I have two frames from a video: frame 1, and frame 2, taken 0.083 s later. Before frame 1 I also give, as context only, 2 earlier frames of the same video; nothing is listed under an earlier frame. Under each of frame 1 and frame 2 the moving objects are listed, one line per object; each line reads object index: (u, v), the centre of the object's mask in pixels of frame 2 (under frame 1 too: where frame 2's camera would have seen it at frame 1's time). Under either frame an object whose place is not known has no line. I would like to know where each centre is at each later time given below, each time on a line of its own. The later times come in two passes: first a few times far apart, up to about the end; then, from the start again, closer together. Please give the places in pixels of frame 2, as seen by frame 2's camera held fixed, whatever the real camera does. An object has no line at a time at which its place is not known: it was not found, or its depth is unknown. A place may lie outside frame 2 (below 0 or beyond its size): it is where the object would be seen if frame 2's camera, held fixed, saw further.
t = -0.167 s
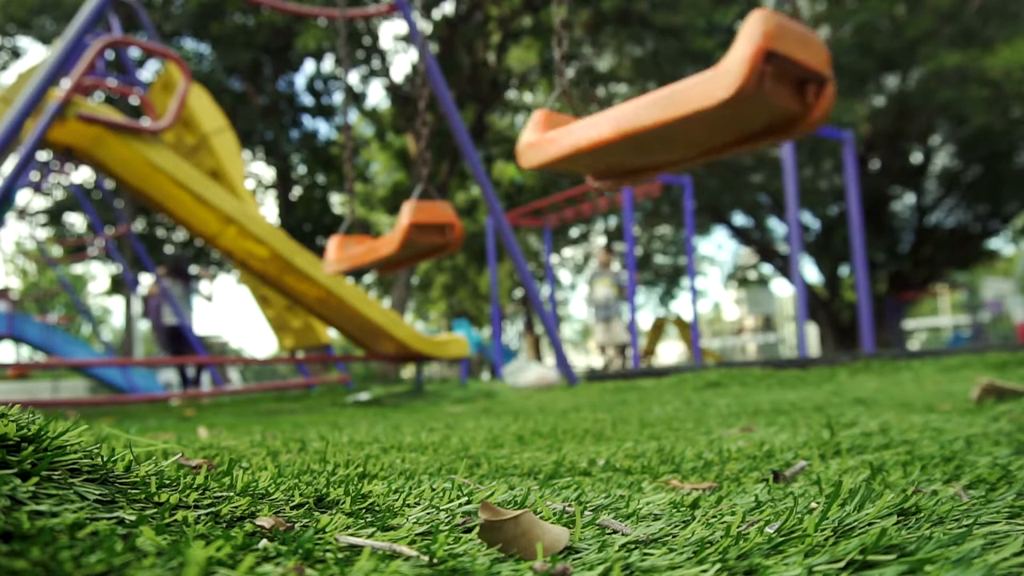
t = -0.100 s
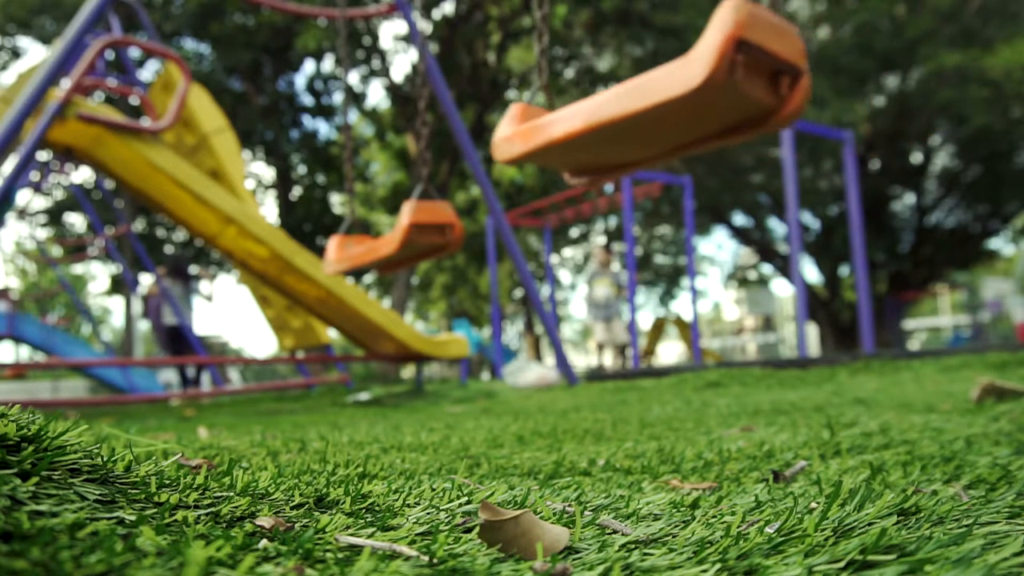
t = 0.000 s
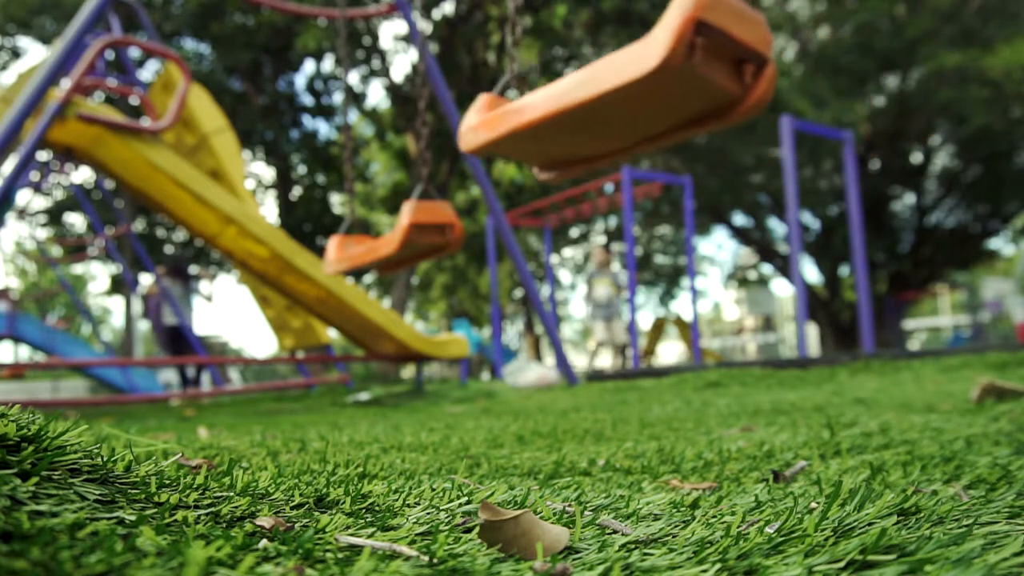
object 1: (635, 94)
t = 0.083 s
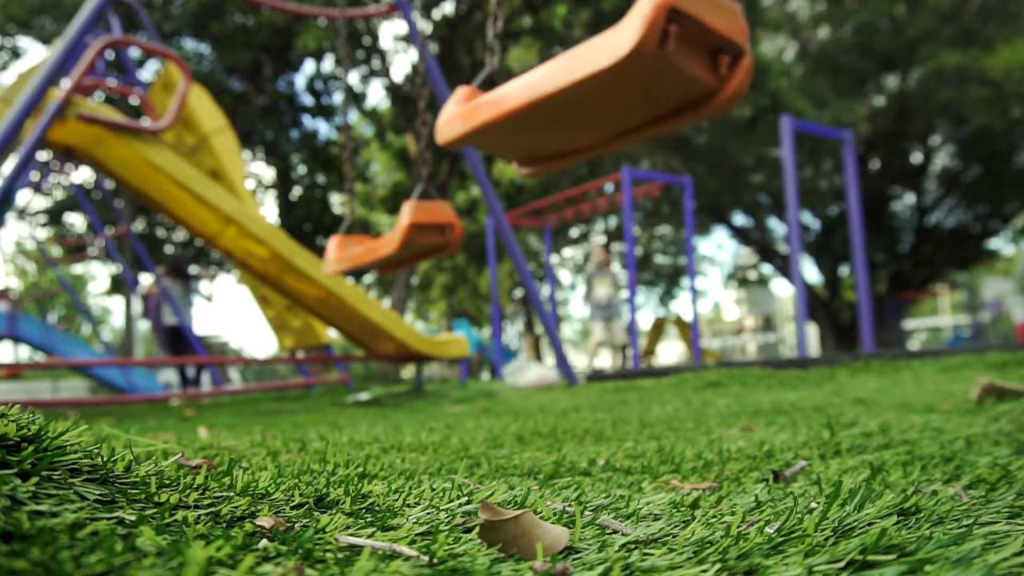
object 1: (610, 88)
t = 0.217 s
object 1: (585, 83)
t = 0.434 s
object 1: (598, 86)
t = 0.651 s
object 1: (666, 102)
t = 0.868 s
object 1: (746, 123)
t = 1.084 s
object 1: (807, 131)
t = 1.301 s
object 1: (841, 131)
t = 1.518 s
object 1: (841, 131)
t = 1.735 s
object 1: (808, 132)
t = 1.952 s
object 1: (747, 124)
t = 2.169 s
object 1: (670, 103)
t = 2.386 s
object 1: (602, 87)
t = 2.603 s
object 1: (586, 83)
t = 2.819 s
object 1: (634, 94)
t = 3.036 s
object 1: (713, 114)
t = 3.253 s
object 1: (784, 128)
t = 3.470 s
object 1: (829, 132)
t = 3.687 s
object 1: (843, 131)
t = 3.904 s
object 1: (824, 133)
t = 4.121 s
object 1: (775, 130)
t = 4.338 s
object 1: (704, 114)
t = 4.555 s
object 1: (628, 94)
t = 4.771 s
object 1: (588, 83)
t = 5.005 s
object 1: (613, 88)
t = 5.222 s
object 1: (686, 105)
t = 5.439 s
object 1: (762, 124)
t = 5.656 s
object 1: (815, 132)
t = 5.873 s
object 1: (839, 132)
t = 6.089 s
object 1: (831, 133)
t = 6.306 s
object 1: (794, 132)
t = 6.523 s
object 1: (730, 122)
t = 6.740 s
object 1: (656, 101)
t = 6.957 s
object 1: (599, 85)
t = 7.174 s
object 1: (596, 83)
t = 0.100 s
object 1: (606, 87)
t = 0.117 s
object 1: (602, 87)
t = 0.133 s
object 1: (598, 86)
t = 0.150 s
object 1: (595, 85)
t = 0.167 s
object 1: (591, 84)
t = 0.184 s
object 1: (589, 84)
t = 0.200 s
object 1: (587, 83)
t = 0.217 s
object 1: (585, 83)
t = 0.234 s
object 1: (584, 83)
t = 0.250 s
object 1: (583, 82)
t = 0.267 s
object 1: (582, 82)
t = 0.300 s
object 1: (582, 82)
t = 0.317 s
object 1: (583, 82)
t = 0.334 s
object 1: (584, 82)
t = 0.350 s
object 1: (585, 83)
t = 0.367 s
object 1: (587, 83)
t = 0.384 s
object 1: (589, 84)
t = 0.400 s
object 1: (592, 84)
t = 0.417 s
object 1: (595, 85)
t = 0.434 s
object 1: (598, 86)
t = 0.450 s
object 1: (602, 87)
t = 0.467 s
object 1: (606, 88)
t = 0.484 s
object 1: (610, 89)
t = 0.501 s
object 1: (615, 90)
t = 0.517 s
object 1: (620, 91)
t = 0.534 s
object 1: (625, 92)
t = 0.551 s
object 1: (630, 93)
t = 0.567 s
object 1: (636, 94)
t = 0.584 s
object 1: (641, 96)
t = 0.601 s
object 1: (648, 97)
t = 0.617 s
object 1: (653, 99)
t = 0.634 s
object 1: (660, 100)
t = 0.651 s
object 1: (666, 102)
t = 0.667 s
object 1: (673, 103)
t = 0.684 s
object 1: (679, 105)
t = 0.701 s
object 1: (685, 107)
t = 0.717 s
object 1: (691, 109)
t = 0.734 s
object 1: (697, 111)
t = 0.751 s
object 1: (703, 113)
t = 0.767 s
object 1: (709, 114)
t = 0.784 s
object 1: (716, 116)
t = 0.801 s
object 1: (722, 117)
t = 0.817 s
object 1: (727, 119)
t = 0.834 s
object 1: (733, 120)
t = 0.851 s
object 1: (739, 122)
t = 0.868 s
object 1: (746, 123)
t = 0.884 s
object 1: (751, 124)
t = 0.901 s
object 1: (757, 124)
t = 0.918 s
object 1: (762, 126)
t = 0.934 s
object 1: (768, 126)
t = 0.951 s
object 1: (773, 127)
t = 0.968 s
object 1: (778, 128)
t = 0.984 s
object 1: (782, 129)
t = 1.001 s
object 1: (787, 129)
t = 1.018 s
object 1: (792, 130)
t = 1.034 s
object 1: (796, 131)
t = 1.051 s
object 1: (800, 131)
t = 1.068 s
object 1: (804, 131)
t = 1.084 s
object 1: (807, 131)
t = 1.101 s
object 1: (811, 131)
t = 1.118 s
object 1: (814, 132)
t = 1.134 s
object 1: (818, 132)
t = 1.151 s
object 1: (821, 132)
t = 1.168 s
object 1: (824, 132)
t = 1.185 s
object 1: (826, 132)
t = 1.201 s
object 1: (829, 132)
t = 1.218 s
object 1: (832, 132)
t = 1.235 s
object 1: (834, 132)
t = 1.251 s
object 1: (836, 132)
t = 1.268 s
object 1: (837, 132)
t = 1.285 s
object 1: (839, 132)
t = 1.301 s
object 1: (841, 131)
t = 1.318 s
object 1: (842, 131)
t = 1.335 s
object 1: (843, 131)
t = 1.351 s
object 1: (844, 131)
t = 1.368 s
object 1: (844, 131)
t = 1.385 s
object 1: (845, 131)
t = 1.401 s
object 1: (845, 131)
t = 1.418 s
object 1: (845, 131)
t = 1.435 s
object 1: (845, 131)
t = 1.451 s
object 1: (845, 131)
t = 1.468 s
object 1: (844, 131)
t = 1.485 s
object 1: (843, 131)
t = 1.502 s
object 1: (842, 131)
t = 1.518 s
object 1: (841, 131)
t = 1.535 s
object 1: (840, 131)
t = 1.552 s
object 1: (838, 132)
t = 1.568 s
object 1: (836, 131)
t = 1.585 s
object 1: (835, 131)
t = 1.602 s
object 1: (832, 131)
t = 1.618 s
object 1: (830, 132)
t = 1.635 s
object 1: (827, 132)
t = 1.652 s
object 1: (825, 132)
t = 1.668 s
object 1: (822, 132)
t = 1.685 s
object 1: (819, 131)
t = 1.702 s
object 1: (816, 131)
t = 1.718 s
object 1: (812, 131)
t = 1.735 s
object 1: (808, 132)
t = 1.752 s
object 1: (805, 131)
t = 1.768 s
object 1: (801, 131)
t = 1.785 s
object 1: (797, 130)
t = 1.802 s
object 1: (793, 130)
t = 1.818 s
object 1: (788, 130)
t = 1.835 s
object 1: (784, 129)
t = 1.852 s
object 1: (779, 128)
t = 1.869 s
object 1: (775, 128)
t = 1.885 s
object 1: (770, 127)
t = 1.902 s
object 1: (765, 126)
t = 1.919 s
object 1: (759, 125)
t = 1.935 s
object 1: (753, 125)
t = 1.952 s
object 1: (747, 124)
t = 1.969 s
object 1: (741, 122)
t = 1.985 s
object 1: (735, 121)
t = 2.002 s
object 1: (729, 120)
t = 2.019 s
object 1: (723, 118)
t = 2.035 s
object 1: (718, 117)
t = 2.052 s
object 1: (712, 115)
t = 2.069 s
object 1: (706, 114)
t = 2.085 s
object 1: (700, 112)
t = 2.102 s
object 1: (695, 111)
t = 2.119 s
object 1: (688, 109)
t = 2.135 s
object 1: (682, 107)
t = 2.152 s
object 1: (676, 105)
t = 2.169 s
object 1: (670, 103)
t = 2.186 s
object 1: (664, 102)
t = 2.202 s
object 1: (658, 100)
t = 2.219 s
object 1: (652, 99)
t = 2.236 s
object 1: (646, 98)
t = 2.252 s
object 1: (640, 96)
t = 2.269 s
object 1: (634, 95)
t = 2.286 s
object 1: (629, 94)
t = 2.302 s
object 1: (624, 92)
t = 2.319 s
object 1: (619, 91)
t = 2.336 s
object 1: (615, 90)
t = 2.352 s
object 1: (610, 89)
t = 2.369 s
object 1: (606, 88)
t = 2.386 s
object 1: (602, 87)
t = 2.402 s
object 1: (598, 86)
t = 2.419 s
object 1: (595, 85)
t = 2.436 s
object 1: (592, 85)
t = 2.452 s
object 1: (589, 84)
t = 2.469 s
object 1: (587, 84)
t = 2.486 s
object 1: (586, 83)
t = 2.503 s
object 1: (585, 83)
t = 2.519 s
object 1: (584, 83)
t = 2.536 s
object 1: (583, 83)
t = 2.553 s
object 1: (583, 82)
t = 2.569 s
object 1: (584, 82)
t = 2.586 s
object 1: (585, 83)
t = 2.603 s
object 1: (586, 83)
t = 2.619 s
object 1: (587, 83)
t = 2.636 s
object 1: (589, 83)
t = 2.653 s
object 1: (591, 84)
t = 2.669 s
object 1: (594, 85)
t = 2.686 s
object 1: (597, 85)
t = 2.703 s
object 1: (601, 86)
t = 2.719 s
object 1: (605, 87)
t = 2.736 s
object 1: (609, 87)
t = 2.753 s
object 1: (613, 89)
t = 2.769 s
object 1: (618, 90)
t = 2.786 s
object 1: (623, 91)
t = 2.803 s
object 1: (628, 92)
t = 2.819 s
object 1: (634, 94)
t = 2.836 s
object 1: (640, 95)
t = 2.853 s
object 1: (646, 96)
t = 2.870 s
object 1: (651, 98)
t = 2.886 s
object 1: (657, 99)
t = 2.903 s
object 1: (664, 100)
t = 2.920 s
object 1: (670, 102)
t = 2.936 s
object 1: (676, 104)
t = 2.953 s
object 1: (683, 105)
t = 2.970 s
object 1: (689, 107)
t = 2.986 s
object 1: (695, 109)
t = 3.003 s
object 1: (701, 111)
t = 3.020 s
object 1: (707, 112)
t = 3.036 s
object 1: (713, 114)
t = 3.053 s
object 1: (719, 115)
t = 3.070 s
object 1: (725, 117)
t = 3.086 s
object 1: (730, 118)
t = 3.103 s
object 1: (736, 120)
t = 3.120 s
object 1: (742, 121)
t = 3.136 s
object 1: (748, 122)
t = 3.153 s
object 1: (754, 123)
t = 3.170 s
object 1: (759, 124)
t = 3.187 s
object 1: (765, 125)
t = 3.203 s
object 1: (770, 126)
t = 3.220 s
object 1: (775, 127)
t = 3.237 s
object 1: (780, 128)
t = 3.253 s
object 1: (784, 128)
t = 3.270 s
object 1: (789, 129)
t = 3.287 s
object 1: (794, 129)
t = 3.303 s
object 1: (798, 129)
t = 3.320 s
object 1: (802, 130)
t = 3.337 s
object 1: (805, 130)
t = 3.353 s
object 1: (809, 130)
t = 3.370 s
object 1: (812, 131)
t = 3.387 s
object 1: (815, 131)
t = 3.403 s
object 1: (819, 131)
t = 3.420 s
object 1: (822, 131)
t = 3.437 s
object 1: (825, 132)
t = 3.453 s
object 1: (827, 132)
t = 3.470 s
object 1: (829, 132)
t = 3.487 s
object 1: (832, 131)
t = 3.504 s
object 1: (834, 132)
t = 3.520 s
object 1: (836, 132)
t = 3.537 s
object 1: (838, 131)
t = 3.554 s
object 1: (839, 131)
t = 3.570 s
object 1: (840, 131)
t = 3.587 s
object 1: (841, 132)
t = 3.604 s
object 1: (842, 131)
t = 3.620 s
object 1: (843, 131)
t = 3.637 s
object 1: (843, 131)
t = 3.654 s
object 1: (844, 131)
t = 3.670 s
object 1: (844, 131)
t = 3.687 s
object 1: (843, 131)
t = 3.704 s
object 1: (843, 131)
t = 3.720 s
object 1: (843, 131)
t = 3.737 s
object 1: (842, 131)
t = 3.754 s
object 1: (841, 132)
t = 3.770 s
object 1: (839, 132)
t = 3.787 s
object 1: (838, 132)
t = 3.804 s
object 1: (837, 132)
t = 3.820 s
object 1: (835, 132)
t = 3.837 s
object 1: (833, 132)
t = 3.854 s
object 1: (831, 132)
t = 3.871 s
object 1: (829, 132)
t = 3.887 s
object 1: (827, 133)
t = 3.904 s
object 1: (824, 133)
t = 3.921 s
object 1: (822, 133)
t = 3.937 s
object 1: (818, 133)
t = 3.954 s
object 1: (815, 133)
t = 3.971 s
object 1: (812, 133)
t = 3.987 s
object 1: (808, 133)
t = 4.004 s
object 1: (805, 132)
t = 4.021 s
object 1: (801, 132)
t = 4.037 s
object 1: (797, 132)
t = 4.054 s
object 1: (793, 132)
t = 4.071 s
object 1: (789, 131)
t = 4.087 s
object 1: (784, 131)
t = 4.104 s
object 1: (780, 130)
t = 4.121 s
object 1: (775, 130)
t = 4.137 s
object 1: (771, 129)
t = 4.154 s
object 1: (766, 128)
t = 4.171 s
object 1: (760, 127)
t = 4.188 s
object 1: (755, 127)
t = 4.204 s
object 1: (750, 125)
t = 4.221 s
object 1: (744, 124)
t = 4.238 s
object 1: (738, 123)
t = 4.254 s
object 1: (732, 122)
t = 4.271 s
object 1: (727, 121)
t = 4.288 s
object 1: (721, 119)
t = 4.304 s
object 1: (715, 118)
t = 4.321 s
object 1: (709, 116)
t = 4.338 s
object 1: (704, 114)
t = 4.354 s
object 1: (698, 113)
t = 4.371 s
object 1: (692, 111)
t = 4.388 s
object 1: (686, 109)
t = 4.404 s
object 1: (680, 108)
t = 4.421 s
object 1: (674, 106)
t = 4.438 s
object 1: (668, 104)
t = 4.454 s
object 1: (662, 102)
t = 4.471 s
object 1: (656, 100)
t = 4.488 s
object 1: (651, 99)
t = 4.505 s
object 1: (645, 97)
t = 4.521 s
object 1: (639, 97)
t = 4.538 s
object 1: (634, 95)
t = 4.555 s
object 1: (628, 94)
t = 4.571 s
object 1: (624, 92)
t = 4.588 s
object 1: (619, 91)
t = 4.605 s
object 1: (614, 90)
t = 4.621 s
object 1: (610, 89)
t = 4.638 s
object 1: (606, 88)
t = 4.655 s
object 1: (603, 87)
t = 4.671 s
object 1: (599, 86)
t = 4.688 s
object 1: (596, 85)
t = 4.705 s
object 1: (594, 85)
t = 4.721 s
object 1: (591, 84)
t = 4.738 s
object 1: (590, 83)
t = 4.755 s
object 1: (588, 83)
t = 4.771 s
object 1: (588, 83)
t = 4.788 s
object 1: (587, 83)
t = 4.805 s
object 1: (587, 83)
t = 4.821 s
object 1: (587, 83)
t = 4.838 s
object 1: (587, 83)
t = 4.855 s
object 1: (588, 83)
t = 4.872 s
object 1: (589, 83)
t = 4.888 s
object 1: (591, 83)
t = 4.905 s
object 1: (593, 83)
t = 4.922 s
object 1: (595, 84)
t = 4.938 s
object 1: (598, 85)
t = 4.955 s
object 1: (602, 85)
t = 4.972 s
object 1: (605, 86)
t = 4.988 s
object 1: (608, 87)
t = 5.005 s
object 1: (613, 88)
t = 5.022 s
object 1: (617, 89)
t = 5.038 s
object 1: (622, 90)
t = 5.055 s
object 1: (626, 91)
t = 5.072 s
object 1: (632, 92)
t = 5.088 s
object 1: (637, 93)
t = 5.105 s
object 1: (643, 95)
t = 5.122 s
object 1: (649, 96)
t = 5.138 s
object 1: (655, 97)
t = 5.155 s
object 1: (661, 98)
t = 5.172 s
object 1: (668, 100)
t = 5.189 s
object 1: (674, 101)
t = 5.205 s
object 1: (680, 103)
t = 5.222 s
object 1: (686, 105)
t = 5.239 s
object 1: (692, 107)
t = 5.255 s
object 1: (698, 108)
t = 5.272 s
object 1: (704, 110)
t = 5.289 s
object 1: (710, 112)
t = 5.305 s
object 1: (716, 113)
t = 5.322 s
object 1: (722, 115)
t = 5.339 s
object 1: (727, 116)
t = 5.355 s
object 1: (733, 118)
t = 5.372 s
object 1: (739, 119)
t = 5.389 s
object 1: (745, 120)
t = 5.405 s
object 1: (751, 122)
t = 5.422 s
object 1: (757, 123)
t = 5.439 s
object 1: (762, 124)
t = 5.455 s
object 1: (767, 125)
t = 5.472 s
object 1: (772, 126)
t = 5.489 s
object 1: (777, 126)
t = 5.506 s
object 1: (781, 128)
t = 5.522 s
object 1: (786, 128)
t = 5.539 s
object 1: (790, 129)
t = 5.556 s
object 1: (794, 129)
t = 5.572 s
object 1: (798, 130)
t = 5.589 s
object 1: (802, 130)
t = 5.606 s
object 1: (805, 131)
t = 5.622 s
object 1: (808, 131)
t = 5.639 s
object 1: (812, 131)
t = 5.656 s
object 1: (815, 132)
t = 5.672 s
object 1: (818, 132)
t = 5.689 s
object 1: (821, 132)
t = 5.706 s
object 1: (824, 132)
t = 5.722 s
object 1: (826, 132)
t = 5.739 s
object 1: (828, 132)
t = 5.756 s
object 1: (831, 132)
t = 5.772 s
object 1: (832, 132)
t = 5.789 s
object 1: (834, 132)
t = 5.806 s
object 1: (836, 132)
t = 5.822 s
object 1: (837, 132)
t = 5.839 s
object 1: (838, 132)
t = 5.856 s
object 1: (839, 132)
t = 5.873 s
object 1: (839, 132)
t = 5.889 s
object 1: (840, 132)
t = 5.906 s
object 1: (841, 132)
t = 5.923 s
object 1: (841, 132)
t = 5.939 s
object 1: (841, 132)
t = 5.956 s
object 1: (840, 132)
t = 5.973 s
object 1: (840, 132)
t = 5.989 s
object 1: (840, 132)
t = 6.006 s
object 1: (839, 132)
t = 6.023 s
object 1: (838, 133)
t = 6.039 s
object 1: (836, 133)
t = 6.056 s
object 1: (835, 133)
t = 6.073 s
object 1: (833, 133)
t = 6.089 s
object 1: (831, 133)
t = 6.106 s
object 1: (830, 133)
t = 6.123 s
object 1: (828, 133)
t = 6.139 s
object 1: (826, 133)
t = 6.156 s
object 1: (823, 133)
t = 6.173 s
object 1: (821, 133)
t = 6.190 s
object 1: (818, 133)
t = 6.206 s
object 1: (815, 133)
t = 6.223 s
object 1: (811, 133)
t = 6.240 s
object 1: (808, 133)
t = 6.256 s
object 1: (805, 133)
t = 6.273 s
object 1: (802, 133)
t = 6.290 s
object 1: (798, 133)
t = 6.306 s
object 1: (794, 132)
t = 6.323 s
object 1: (790, 132)
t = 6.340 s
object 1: (786, 132)
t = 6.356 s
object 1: (782, 131)
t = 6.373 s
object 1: (777, 130)
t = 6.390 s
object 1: (772, 130)
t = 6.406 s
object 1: (768, 129)
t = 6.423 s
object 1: (763, 128)
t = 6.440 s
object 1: (758, 127)
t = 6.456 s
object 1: (753, 126)
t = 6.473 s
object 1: (747, 125)
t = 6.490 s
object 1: (741, 124)
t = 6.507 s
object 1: (735, 123)
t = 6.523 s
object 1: (730, 122)
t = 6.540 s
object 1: (725, 120)
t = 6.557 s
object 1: (719, 119)
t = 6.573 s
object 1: (713, 118)
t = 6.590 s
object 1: (708, 116)
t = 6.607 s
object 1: (702, 114)
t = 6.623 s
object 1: (697, 113)
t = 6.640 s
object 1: (691, 111)
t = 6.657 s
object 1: (685, 109)
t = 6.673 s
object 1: (680, 107)
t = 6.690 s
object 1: (674, 105)
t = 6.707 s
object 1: (668, 104)
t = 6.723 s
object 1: (663, 102)
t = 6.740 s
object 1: (656, 101)
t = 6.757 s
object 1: (651, 99)
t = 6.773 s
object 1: (646, 98)
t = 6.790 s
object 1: (640, 97)
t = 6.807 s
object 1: (635, 95)
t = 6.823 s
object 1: (630, 94)
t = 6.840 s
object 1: (625, 92)
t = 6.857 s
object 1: (620, 91)
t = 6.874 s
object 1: (616, 90)
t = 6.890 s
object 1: (612, 89)
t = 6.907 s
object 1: (609, 87)
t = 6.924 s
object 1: (605, 87)
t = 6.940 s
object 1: (602, 86)
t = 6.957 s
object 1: (599, 85)
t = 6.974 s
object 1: (596, 85)
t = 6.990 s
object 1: (594, 84)
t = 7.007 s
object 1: (592, 83)
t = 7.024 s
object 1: (591, 83)
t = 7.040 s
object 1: (590, 83)
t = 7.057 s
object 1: (590, 82)
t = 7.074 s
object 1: (589, 82)
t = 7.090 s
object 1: (590, 82)
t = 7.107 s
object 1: (590, 82)
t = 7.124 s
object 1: (591, 82)
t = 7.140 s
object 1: (592, 82)
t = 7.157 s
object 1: (594, 83)
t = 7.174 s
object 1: (596, 83)
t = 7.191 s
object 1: (599, 84)
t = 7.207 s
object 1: (602, 84)
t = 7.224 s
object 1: (605, 85)
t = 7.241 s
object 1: (608, 86)
